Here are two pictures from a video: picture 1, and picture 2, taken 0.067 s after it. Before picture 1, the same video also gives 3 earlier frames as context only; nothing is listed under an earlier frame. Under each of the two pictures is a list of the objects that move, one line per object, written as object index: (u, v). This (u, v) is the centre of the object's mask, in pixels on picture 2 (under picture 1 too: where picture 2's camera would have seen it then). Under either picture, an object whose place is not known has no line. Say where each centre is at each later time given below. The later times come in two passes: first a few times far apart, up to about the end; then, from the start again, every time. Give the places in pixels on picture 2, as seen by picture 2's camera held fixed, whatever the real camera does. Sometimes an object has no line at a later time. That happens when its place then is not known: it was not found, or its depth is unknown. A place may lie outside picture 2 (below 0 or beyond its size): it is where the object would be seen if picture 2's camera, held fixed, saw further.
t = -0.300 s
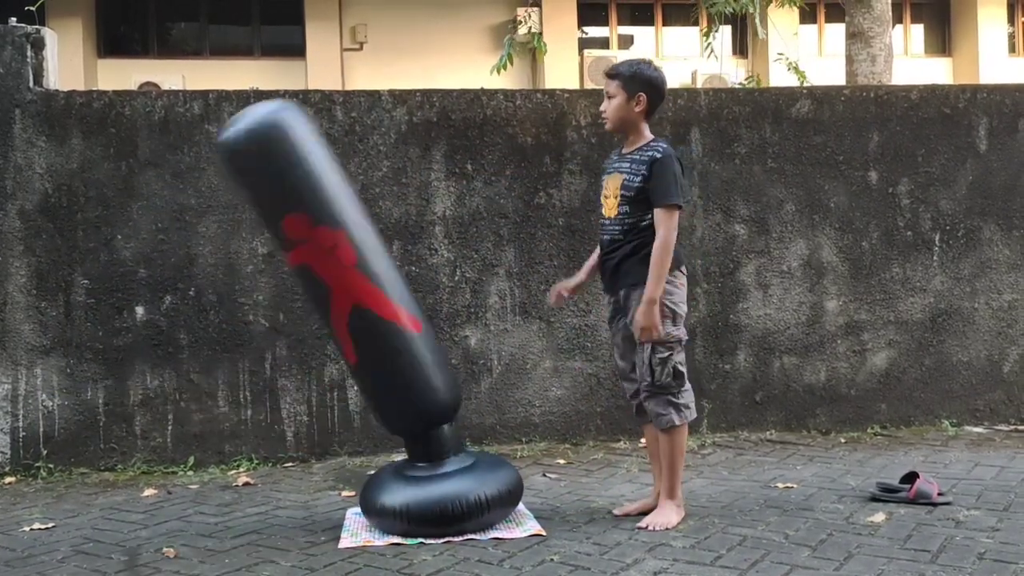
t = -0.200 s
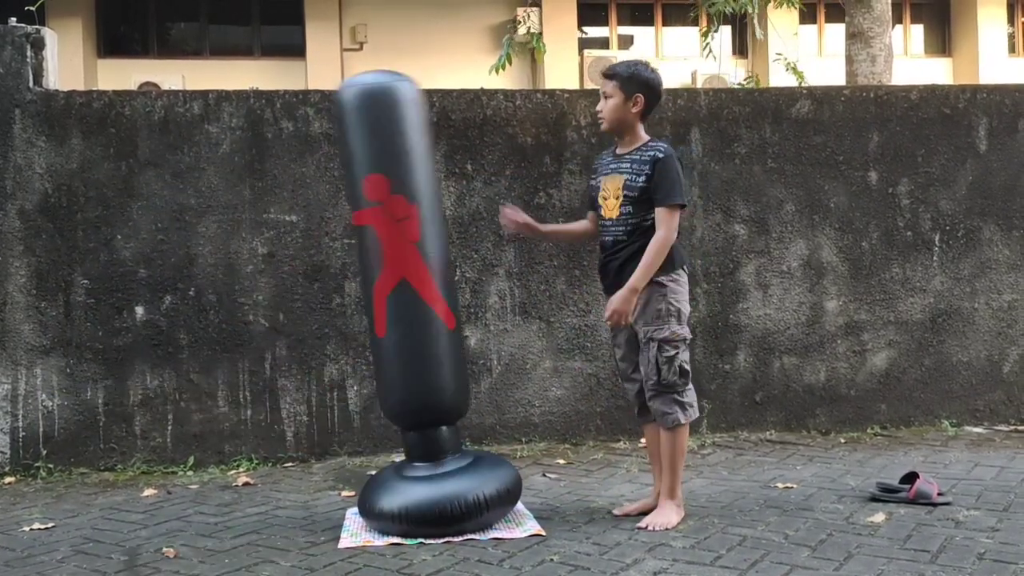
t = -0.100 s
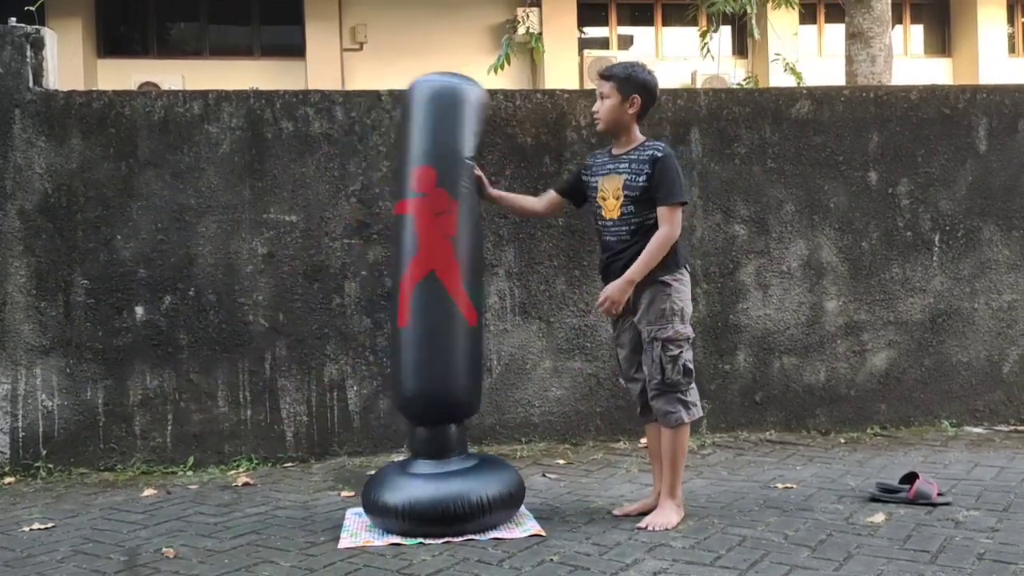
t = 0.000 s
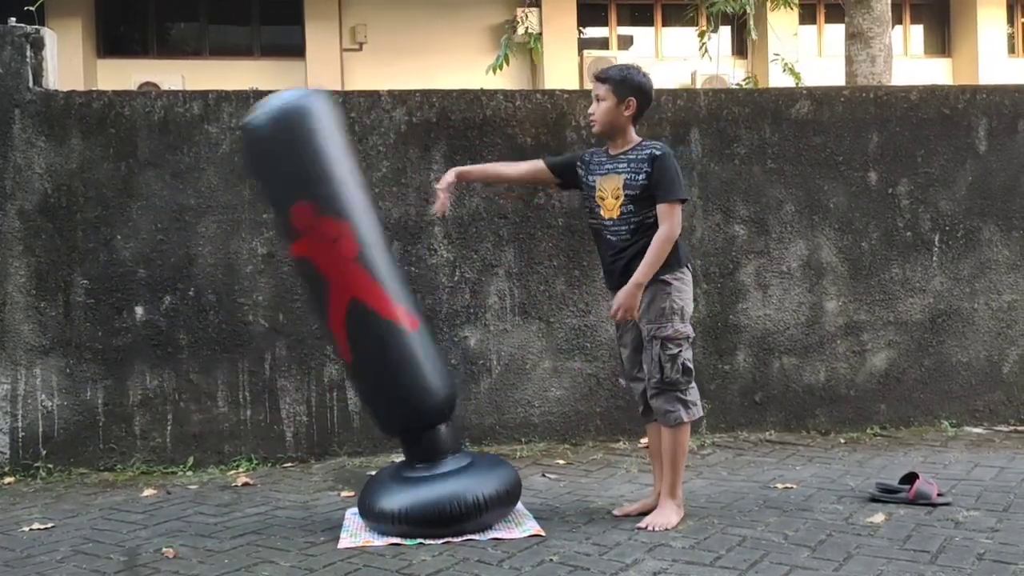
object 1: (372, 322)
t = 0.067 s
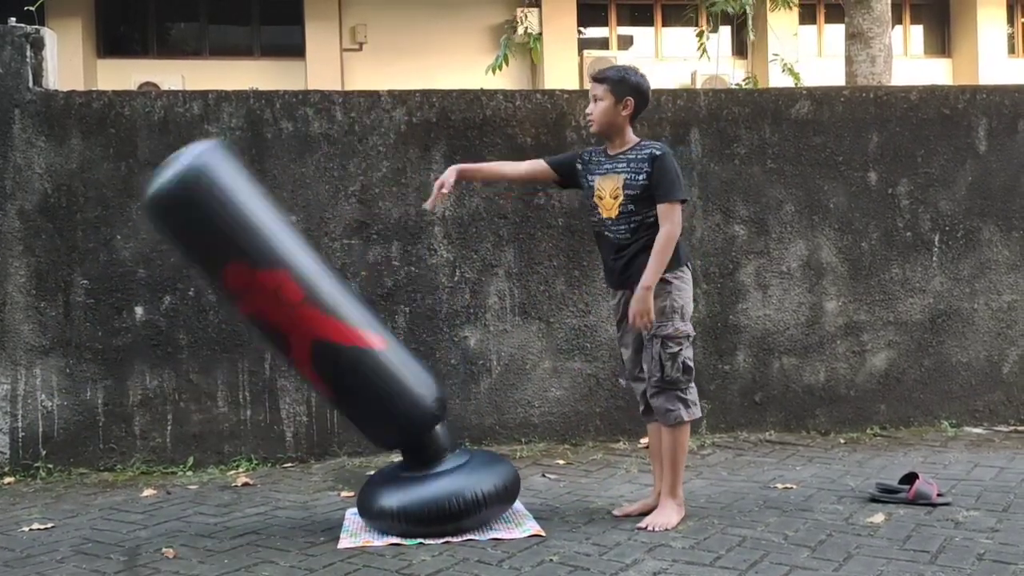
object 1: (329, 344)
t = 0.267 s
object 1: (282, 419)
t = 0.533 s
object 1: (326, 359)
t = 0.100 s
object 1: (313, 360)
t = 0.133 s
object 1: (300, 375)
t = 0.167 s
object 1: (291, 390)
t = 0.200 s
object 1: (286, 403)
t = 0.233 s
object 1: (284, 413)
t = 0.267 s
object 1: (282, 419)
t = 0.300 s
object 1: (282, 421)
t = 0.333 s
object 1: (284, 420)
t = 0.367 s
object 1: (288, 414)
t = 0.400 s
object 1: (293, 406)
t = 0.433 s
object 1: (299, 396)
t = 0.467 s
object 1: (306, 384)
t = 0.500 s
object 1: (316, 372)
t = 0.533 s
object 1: (326, 359)
